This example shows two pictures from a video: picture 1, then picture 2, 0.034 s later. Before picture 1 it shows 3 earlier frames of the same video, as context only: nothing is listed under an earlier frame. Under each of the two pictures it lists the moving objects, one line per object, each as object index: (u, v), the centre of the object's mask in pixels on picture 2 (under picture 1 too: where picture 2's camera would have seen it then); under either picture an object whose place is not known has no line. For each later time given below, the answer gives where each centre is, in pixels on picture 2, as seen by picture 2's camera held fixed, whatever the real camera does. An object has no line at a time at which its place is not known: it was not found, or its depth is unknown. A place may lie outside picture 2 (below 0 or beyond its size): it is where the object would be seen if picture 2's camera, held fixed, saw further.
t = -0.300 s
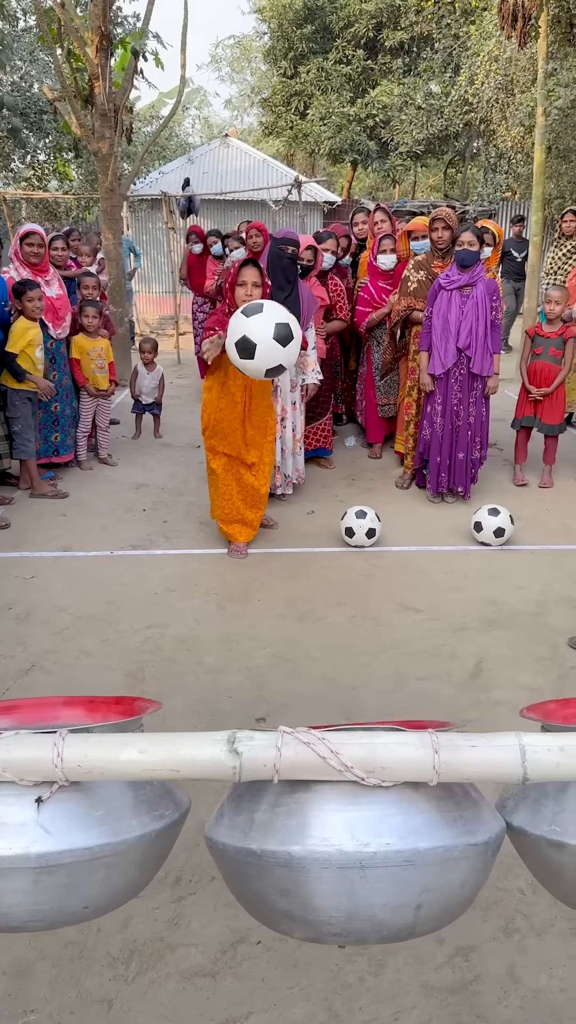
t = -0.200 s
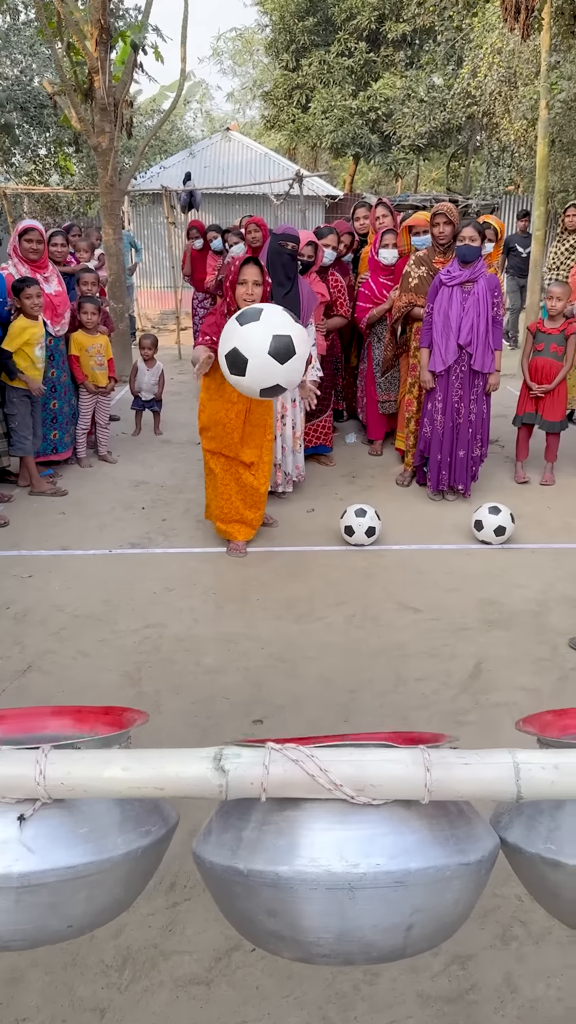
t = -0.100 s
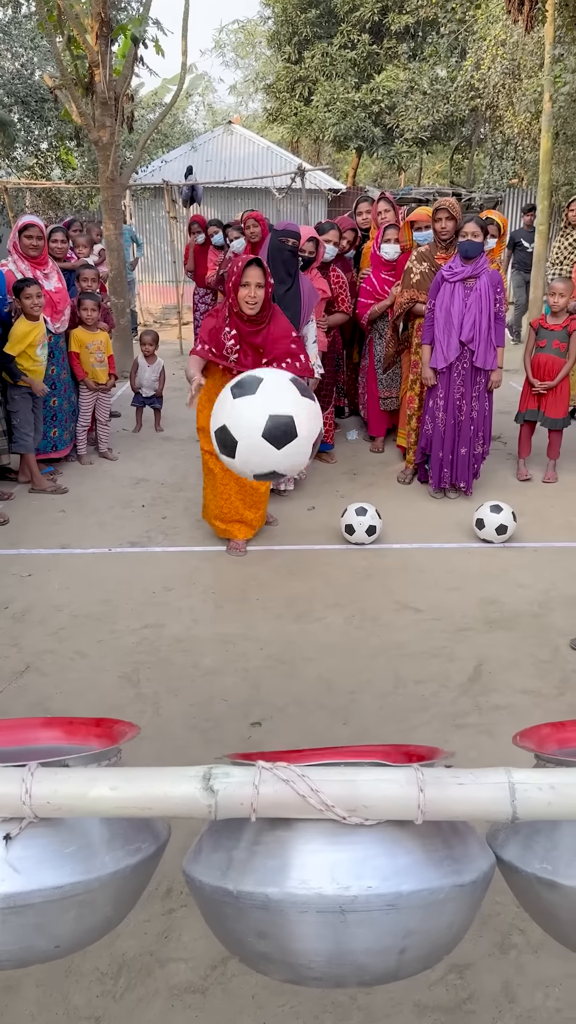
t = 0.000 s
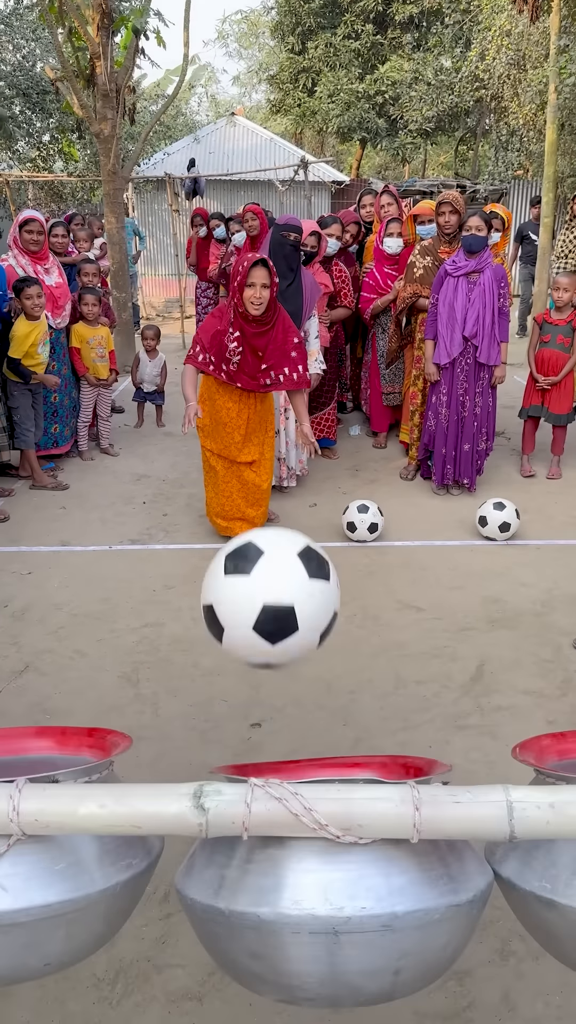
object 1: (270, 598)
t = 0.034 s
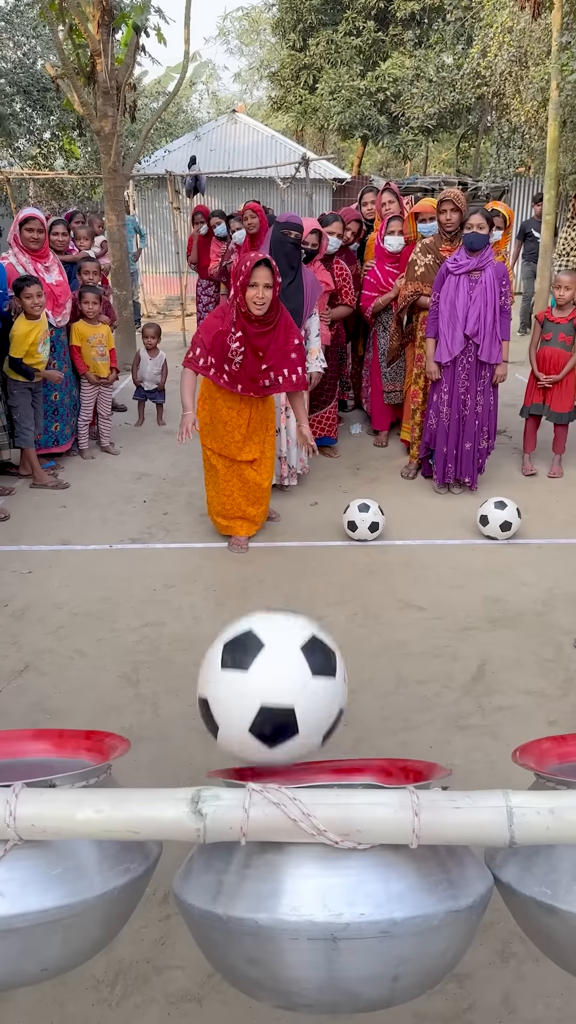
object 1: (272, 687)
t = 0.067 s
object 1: (295, 734)
